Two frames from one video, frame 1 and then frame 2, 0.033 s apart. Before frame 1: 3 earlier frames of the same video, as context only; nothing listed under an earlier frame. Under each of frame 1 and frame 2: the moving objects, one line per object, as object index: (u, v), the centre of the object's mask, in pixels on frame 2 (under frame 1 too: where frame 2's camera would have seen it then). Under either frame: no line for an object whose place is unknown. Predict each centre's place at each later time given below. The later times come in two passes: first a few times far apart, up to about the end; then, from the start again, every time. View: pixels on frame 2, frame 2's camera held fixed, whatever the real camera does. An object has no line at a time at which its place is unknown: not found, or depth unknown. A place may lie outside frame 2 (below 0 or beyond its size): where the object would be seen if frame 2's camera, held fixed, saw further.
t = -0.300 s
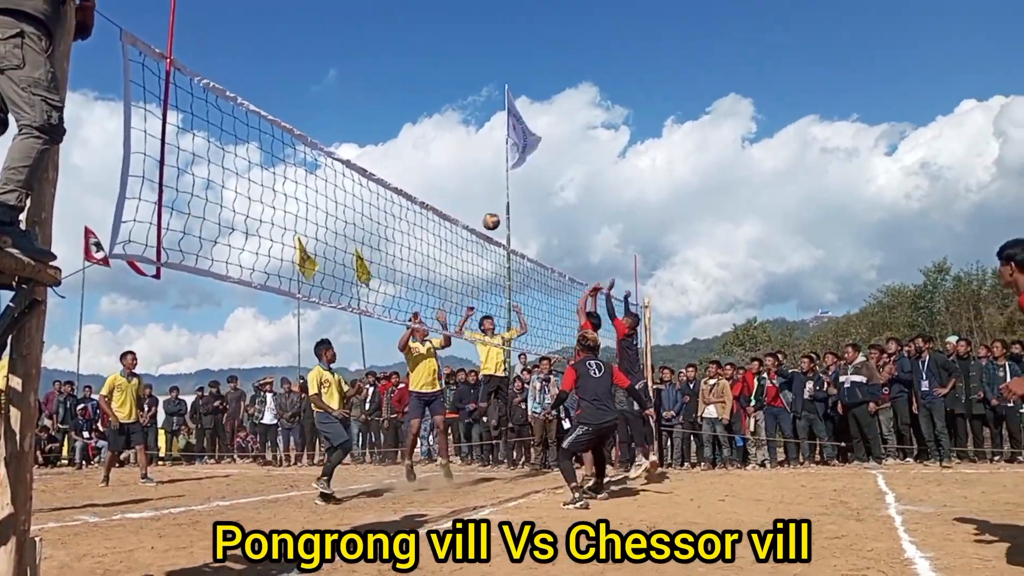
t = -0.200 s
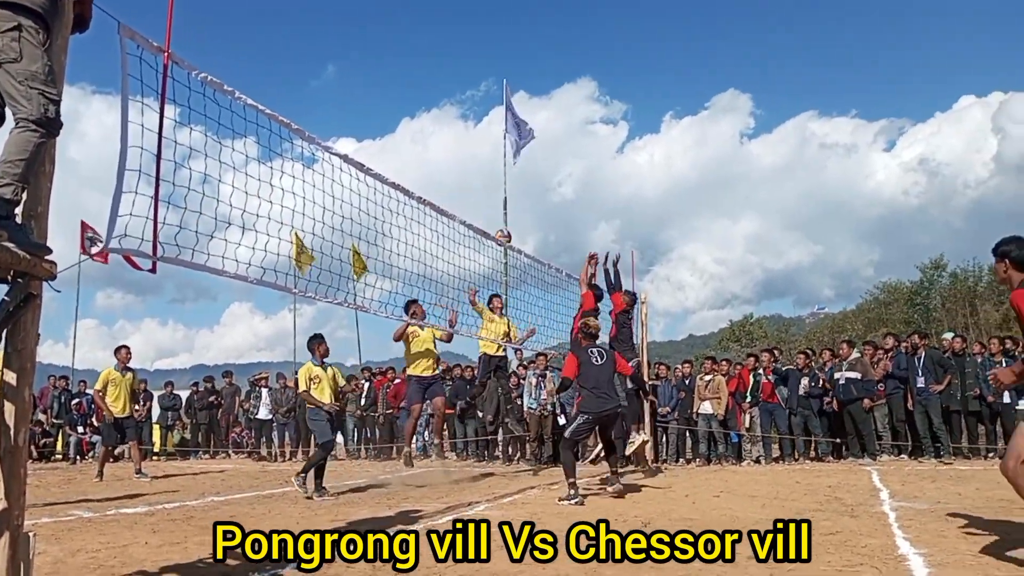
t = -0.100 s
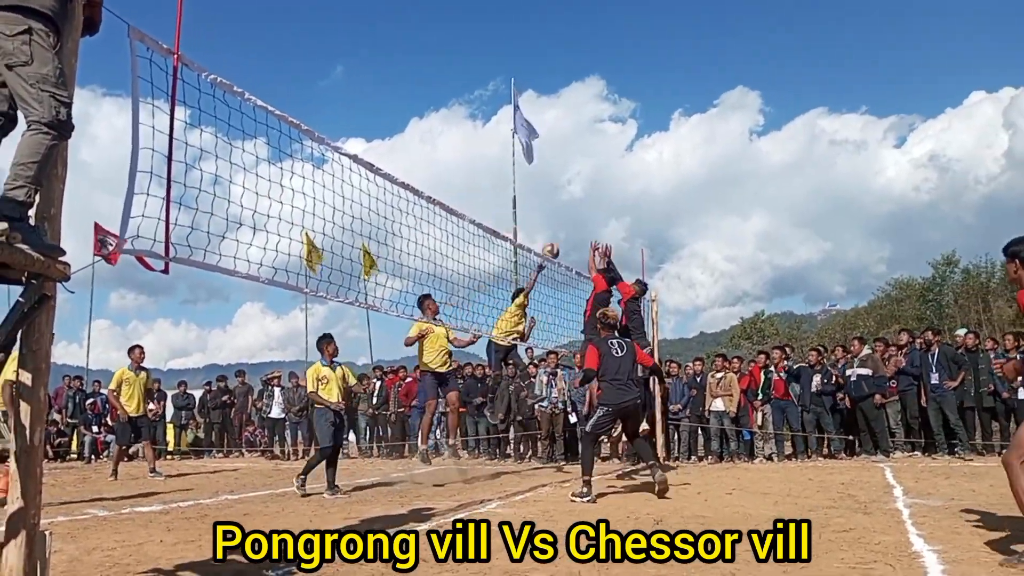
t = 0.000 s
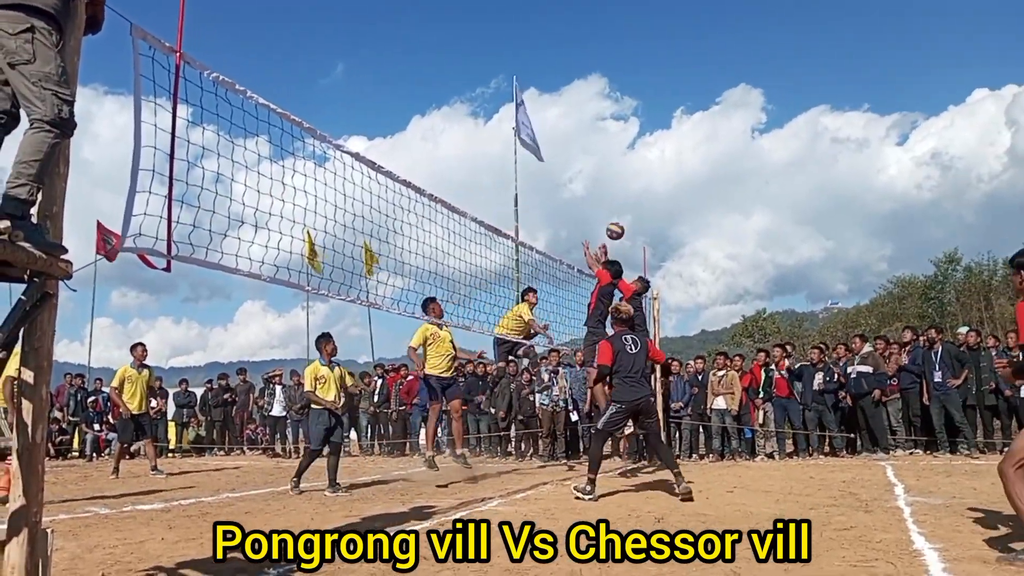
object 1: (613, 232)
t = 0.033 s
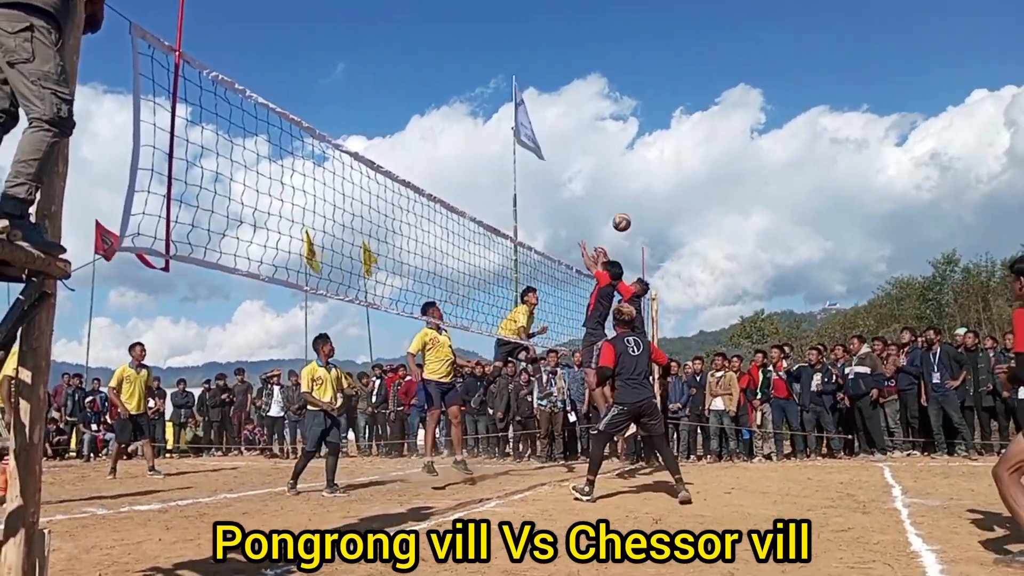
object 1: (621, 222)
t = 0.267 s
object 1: (675, 189)
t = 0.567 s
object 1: (751, 213)
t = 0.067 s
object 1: (629, 215)
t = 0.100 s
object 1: (635, 208)
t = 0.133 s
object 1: (643, 202)
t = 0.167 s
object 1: (652, 197)
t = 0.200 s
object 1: (660, 193)
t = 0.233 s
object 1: (668, 190)
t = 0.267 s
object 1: (675, 189)
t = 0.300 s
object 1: (683, 187)
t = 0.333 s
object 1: (692, 186)
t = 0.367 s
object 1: (700, 187)
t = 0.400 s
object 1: (708, 189)
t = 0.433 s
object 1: (717, 191)
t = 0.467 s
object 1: (726, 196)
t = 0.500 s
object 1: (733, 201)
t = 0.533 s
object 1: (742, 207)
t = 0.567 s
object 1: (751, 213)
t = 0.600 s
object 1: (760, 222)
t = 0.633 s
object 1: (770, 232)
